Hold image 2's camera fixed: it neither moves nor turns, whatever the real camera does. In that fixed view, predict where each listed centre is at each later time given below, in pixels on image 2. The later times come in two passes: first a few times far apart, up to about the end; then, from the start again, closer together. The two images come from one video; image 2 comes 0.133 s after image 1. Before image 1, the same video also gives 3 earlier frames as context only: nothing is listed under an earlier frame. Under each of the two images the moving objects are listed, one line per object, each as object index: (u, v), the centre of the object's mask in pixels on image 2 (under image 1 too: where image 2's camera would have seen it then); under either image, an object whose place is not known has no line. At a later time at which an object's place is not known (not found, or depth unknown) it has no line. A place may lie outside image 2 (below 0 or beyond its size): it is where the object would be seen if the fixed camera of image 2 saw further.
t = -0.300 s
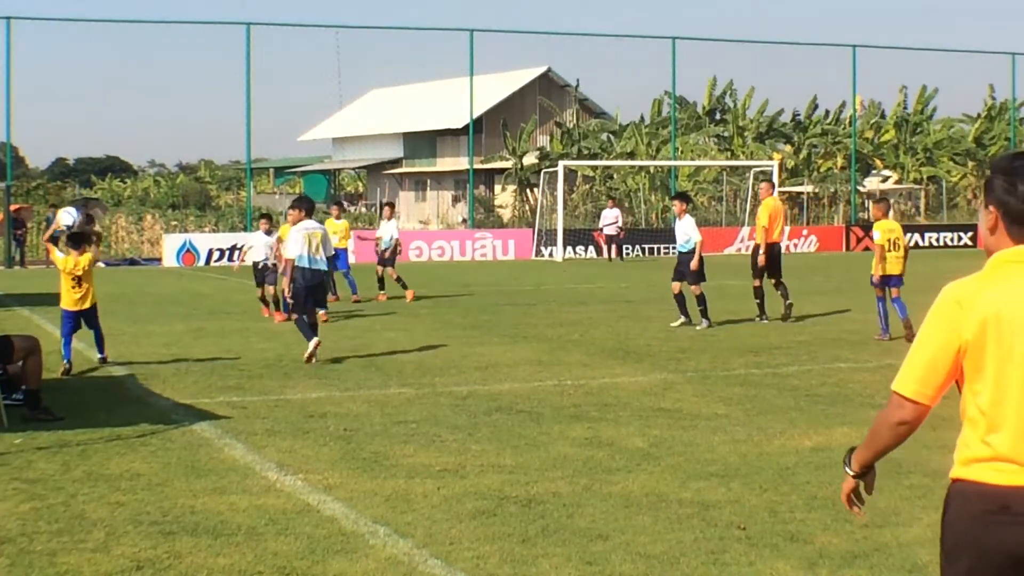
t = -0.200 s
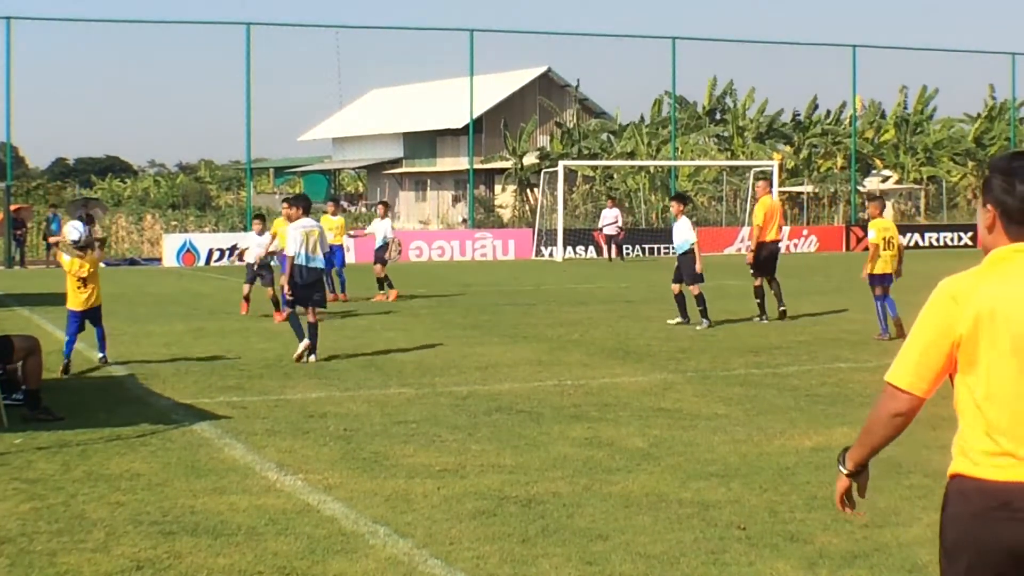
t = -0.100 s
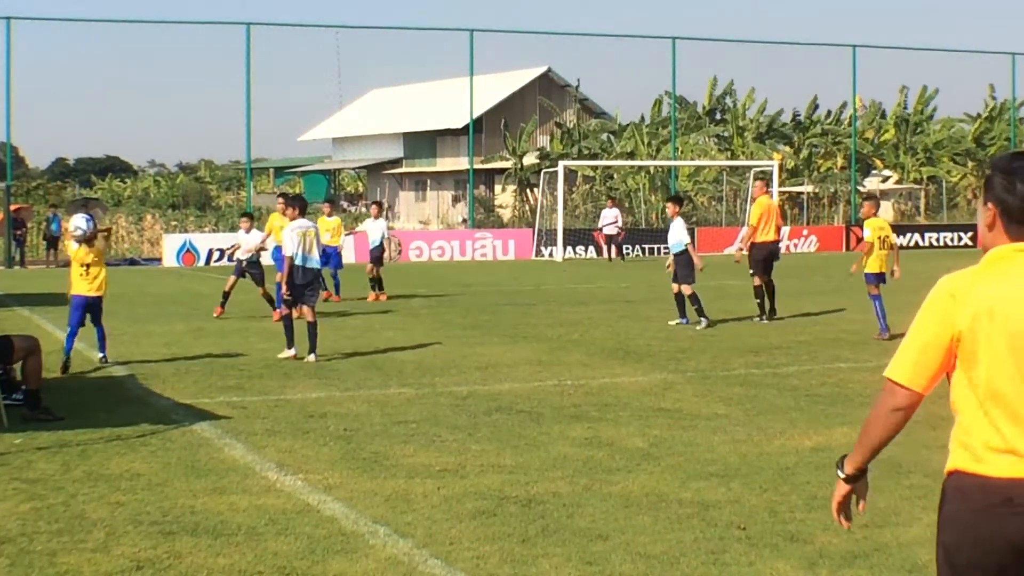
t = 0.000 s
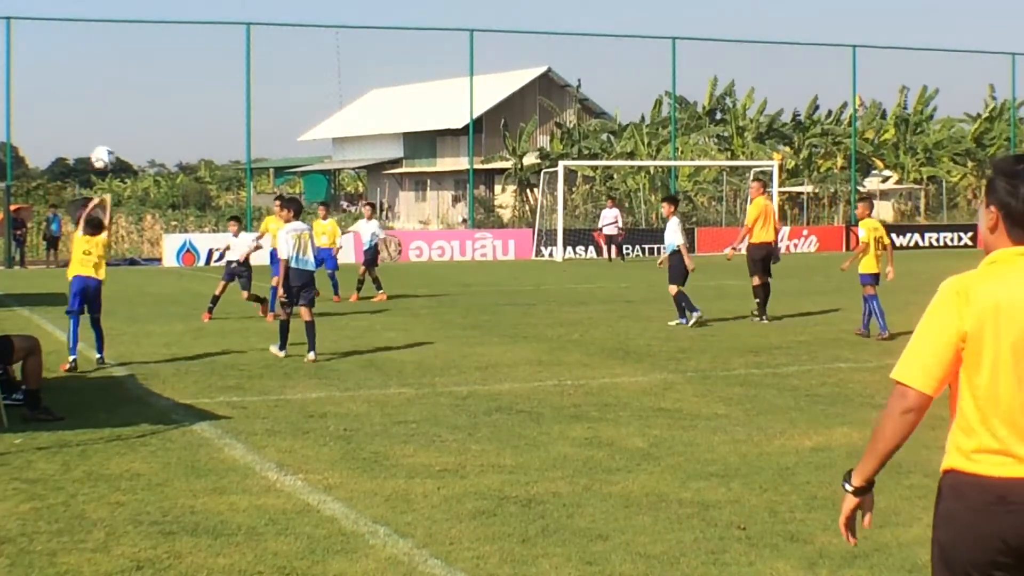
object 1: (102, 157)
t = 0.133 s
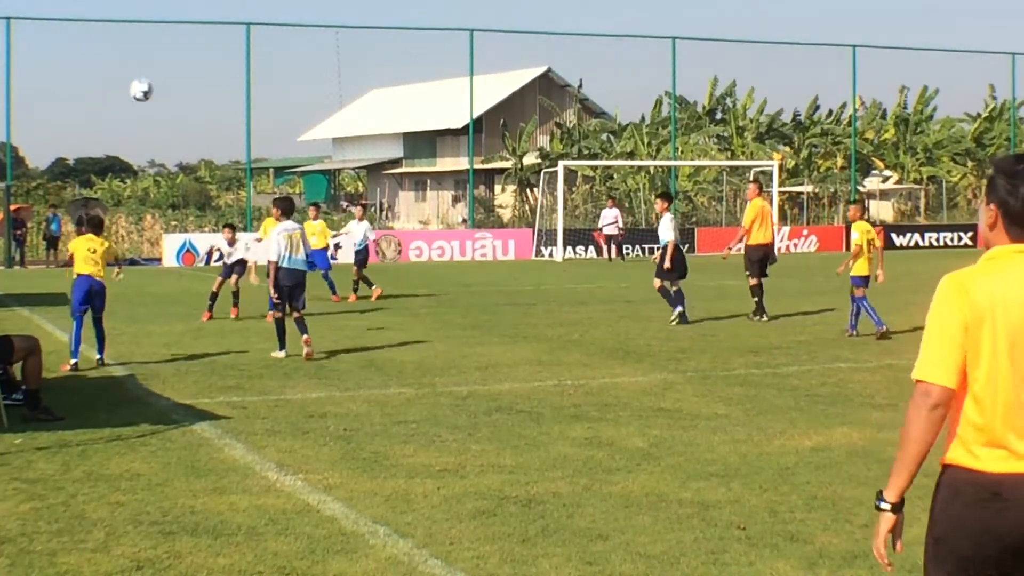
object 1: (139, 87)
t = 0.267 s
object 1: (175, 46)
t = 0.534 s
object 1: (236, 29)
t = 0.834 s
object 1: (292, 84)
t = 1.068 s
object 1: (326, 167)
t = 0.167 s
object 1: (148, 75)
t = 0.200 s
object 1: (157, 64)
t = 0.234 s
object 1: (166, 55)
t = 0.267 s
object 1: (175, 46)
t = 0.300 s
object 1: (183, 40)
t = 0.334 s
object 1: (191, 35)
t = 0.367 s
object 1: (199, 32)
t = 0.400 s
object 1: (206, 28)
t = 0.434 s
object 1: (214, 27)
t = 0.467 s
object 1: (221, 27)
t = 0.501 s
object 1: (229, 28)
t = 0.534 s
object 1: (236, 29)
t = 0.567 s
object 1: (243, 31)
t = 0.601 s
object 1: (250, 35)
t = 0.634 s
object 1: (256, 39)
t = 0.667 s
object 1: (262, 45)
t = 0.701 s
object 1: (269, 51)
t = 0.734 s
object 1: (274, 58)
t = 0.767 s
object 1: (281, 67)
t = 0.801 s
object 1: (286, 75)
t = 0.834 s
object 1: (292, 84)
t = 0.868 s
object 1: (297, 95)
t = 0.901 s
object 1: (302, 106)
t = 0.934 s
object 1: (307, 116)
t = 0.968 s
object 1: (313, 128)
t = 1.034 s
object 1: (321, 153)
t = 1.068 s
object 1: (326, 167)
